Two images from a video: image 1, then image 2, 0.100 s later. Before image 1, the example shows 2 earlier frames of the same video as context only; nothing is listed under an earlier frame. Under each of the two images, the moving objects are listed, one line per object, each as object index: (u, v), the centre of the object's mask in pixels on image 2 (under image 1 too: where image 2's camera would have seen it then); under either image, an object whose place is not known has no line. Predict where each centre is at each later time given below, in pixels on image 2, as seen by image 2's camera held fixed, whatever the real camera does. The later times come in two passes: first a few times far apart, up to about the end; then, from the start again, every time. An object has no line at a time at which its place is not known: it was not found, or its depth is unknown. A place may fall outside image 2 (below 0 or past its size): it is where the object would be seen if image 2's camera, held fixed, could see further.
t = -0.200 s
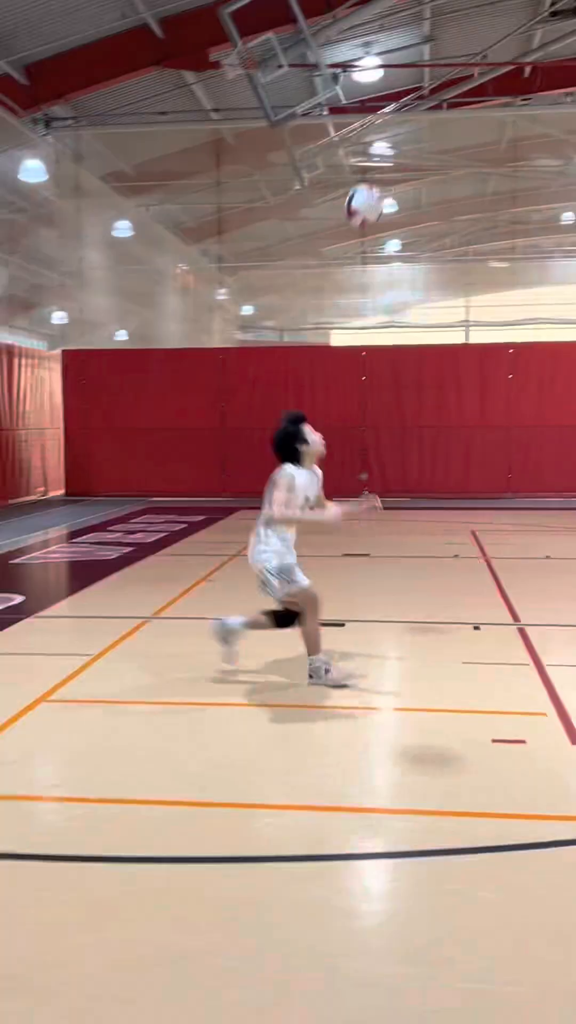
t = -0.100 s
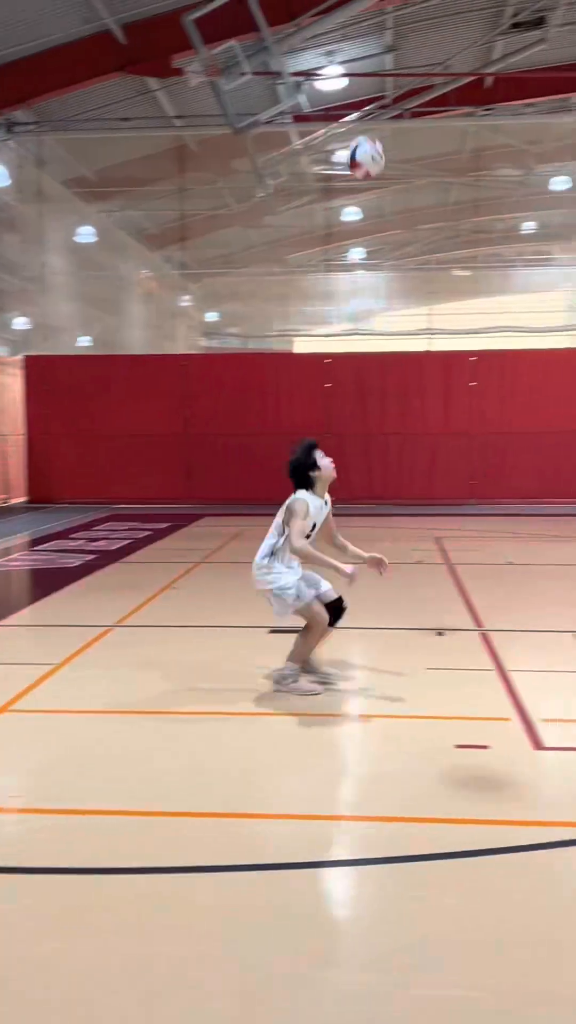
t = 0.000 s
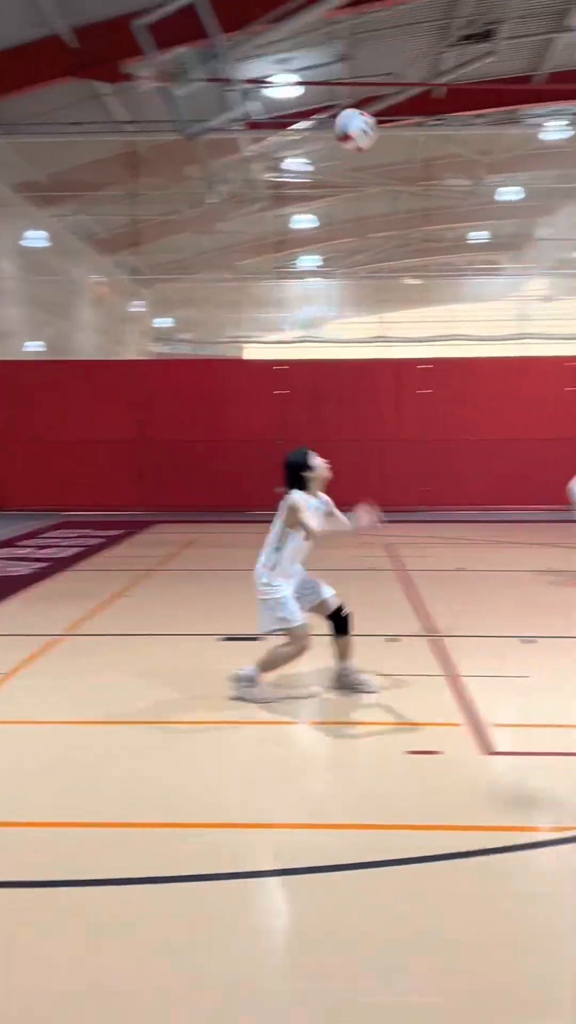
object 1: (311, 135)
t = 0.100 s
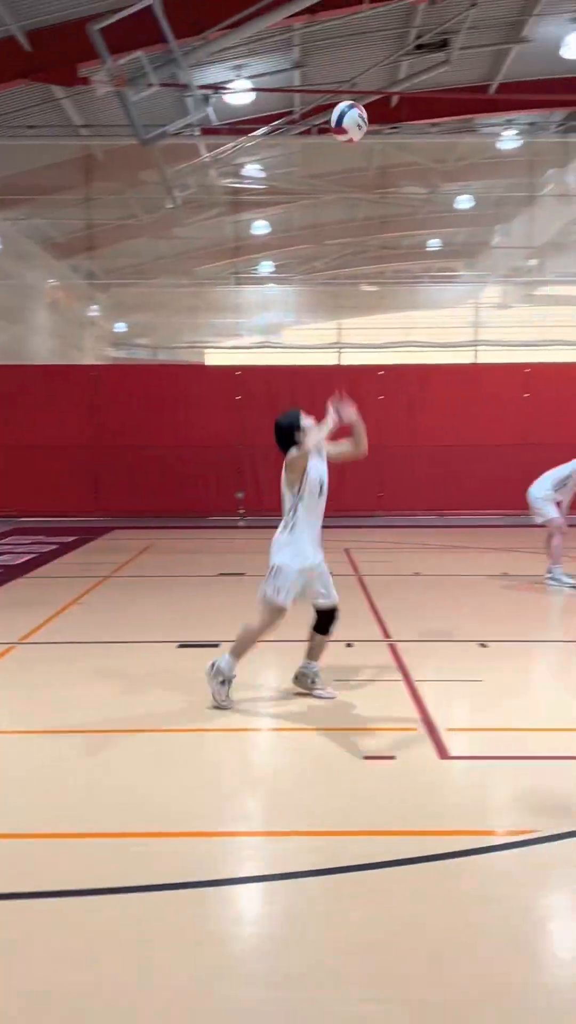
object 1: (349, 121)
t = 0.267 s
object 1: (410, 138)
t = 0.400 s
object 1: (456, 188)
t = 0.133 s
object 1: (361, 121)
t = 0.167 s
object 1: (373, 122)
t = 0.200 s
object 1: (386, 124)
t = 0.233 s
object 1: (398, 130)
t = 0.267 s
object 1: (410, 138)
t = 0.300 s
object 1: (421, 148)
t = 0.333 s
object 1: (433, 160)
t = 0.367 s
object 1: (445, 173)
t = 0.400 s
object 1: (456, 188)
